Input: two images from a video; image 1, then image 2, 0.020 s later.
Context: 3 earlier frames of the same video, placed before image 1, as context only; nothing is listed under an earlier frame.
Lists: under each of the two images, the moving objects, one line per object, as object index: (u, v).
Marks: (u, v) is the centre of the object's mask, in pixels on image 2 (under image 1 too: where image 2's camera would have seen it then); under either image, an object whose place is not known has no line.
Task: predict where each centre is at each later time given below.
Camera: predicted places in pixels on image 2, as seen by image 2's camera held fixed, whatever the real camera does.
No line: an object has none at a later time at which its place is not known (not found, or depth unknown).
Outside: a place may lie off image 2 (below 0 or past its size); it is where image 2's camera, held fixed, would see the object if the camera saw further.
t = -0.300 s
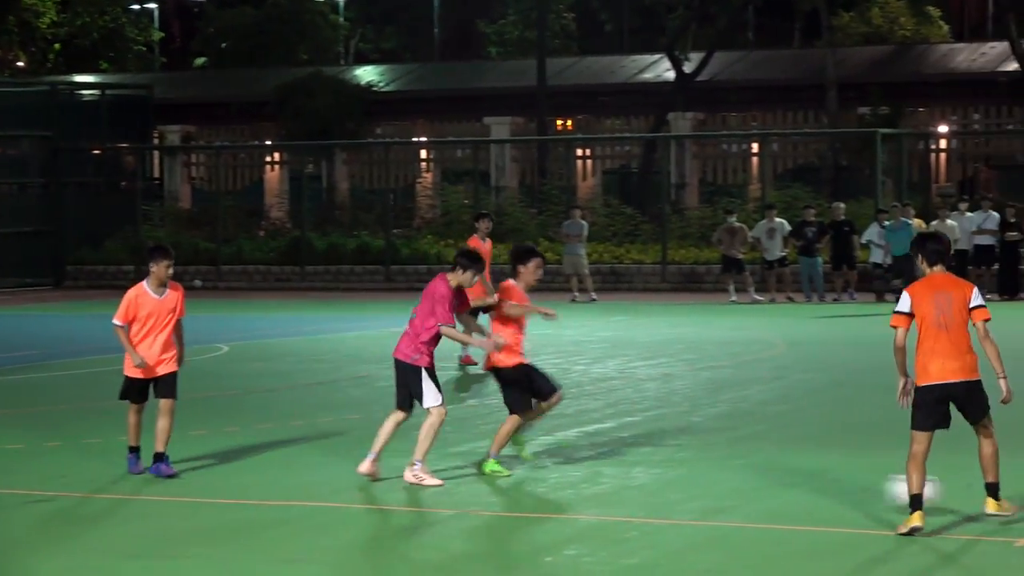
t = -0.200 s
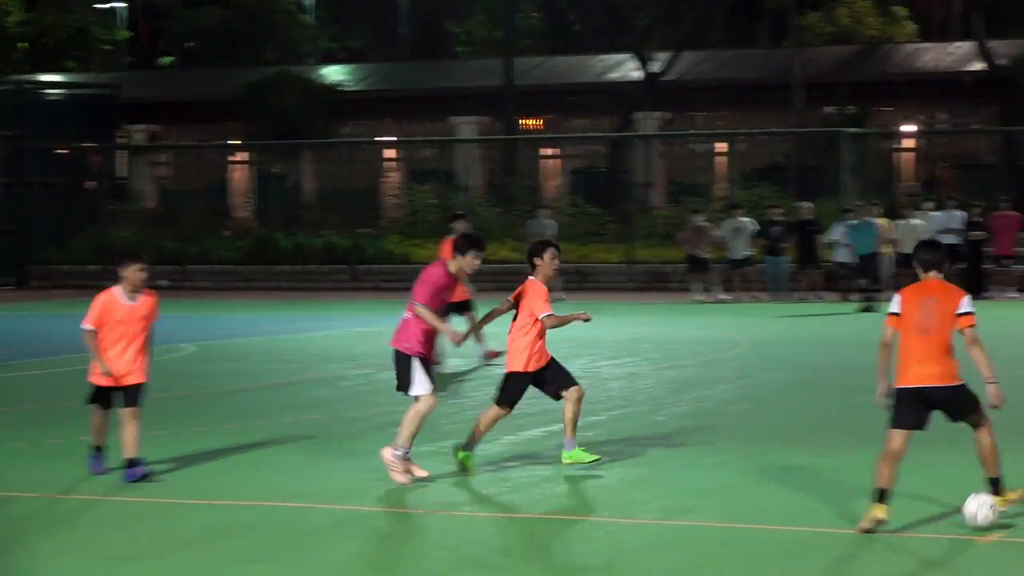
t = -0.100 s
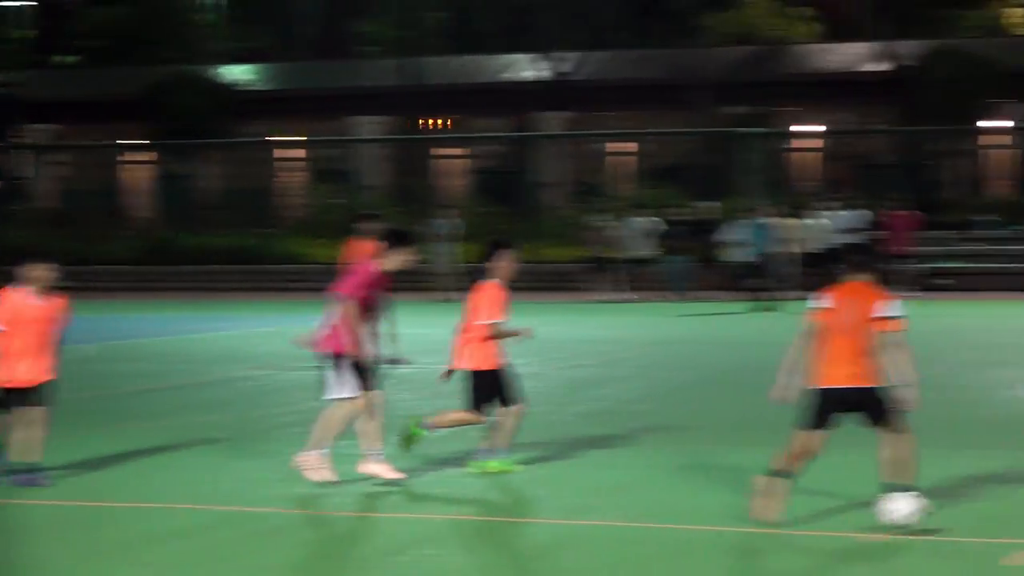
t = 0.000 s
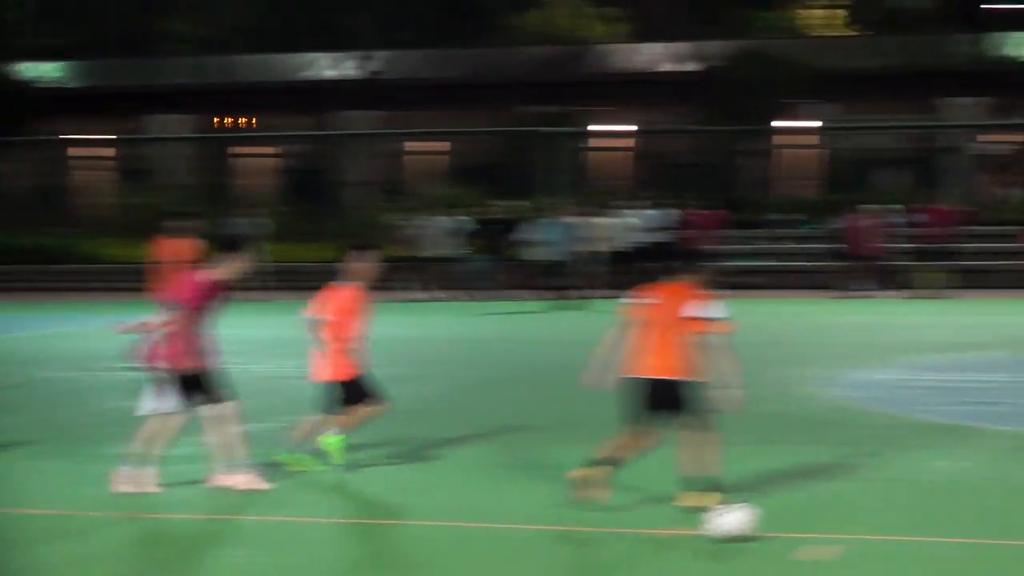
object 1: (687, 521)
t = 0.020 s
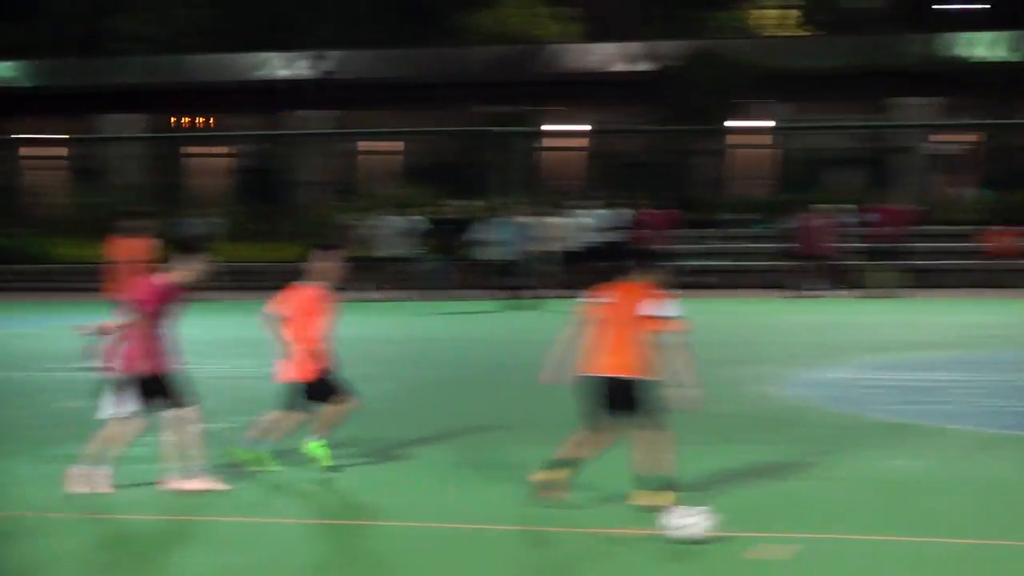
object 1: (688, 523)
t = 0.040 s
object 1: (692, 520)
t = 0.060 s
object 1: (695, 519)
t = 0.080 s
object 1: (699, 516)
